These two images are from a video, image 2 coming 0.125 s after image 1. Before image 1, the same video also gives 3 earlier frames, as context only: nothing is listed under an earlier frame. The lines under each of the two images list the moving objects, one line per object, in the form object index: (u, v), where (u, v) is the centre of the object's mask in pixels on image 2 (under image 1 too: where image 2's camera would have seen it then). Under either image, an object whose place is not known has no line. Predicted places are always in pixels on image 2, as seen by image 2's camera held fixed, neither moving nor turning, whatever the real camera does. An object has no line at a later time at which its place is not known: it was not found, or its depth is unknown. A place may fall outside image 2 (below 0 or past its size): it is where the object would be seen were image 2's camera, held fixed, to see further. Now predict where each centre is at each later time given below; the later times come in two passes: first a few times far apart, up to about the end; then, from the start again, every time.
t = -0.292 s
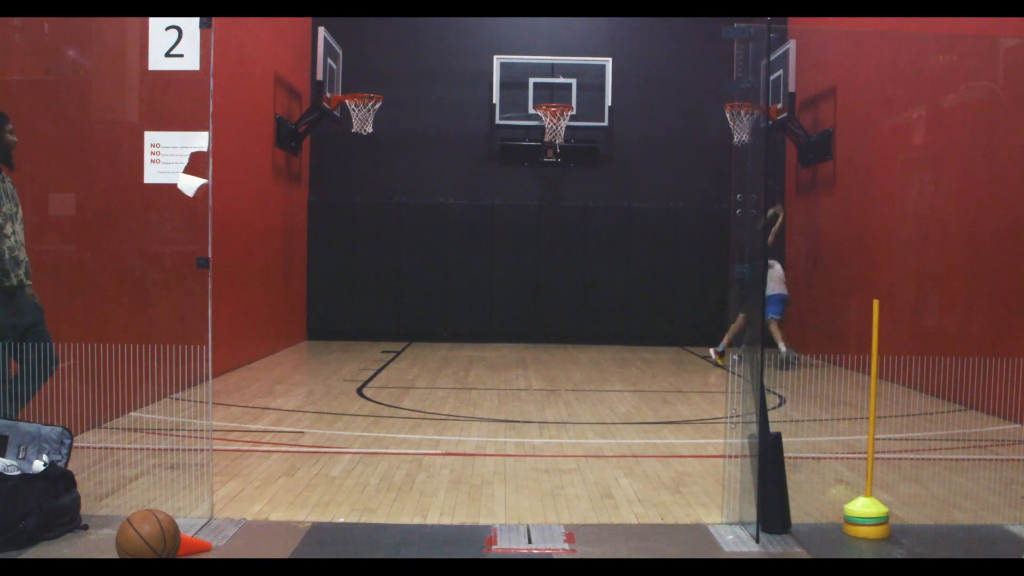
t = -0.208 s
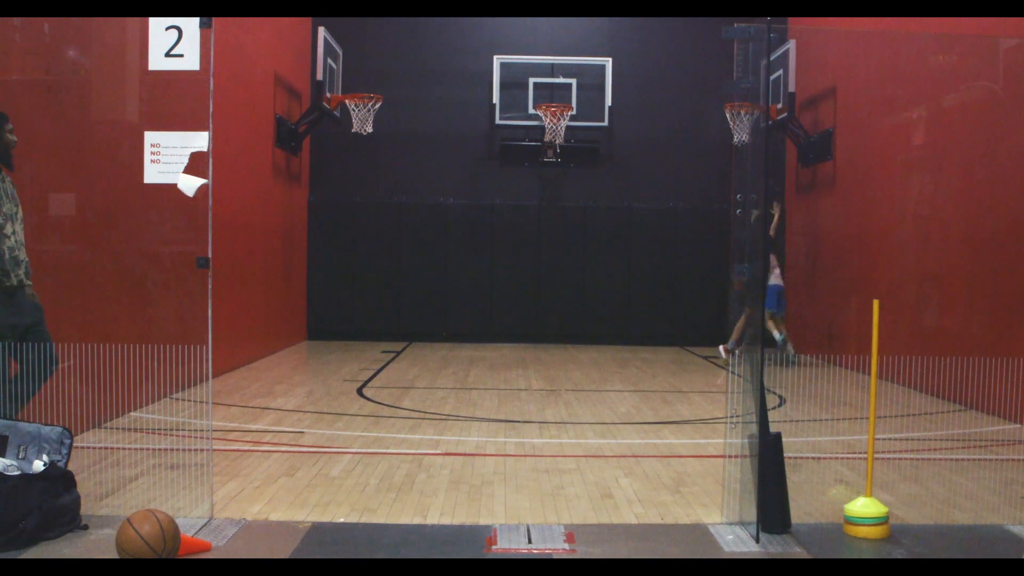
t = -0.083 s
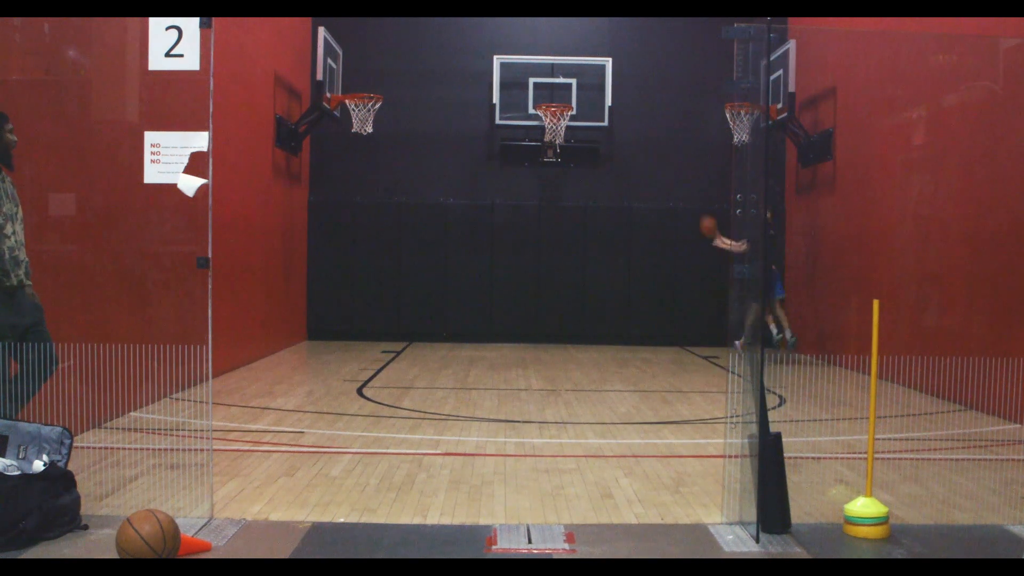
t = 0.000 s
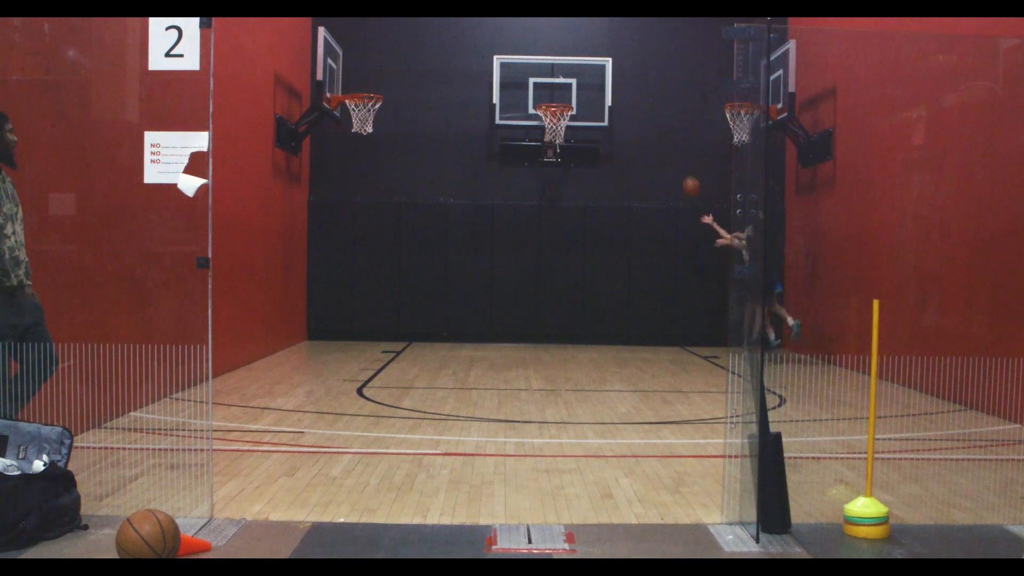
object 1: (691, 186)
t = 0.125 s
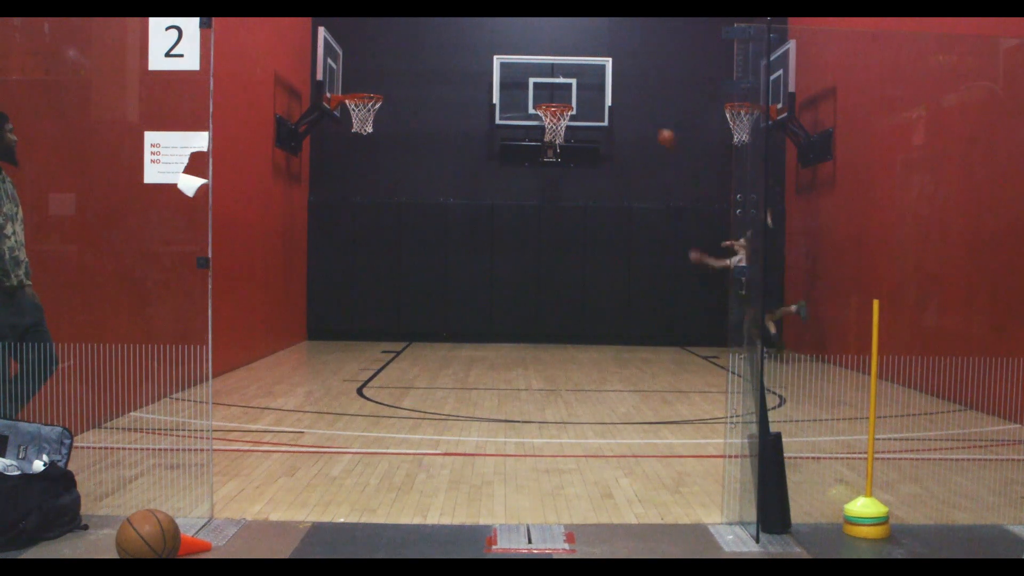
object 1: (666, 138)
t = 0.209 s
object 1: (650, 113)
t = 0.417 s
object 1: (609, 76)
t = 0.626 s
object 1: (568, 72)
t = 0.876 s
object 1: (519, 111)
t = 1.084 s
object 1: (486, 123)
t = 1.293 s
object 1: (451, 159)
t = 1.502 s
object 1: (413, 234)
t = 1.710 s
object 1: (375, 345)
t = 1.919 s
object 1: (347, 271)
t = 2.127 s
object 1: (318, 232)
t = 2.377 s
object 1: (279, 232)
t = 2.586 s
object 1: (267, 268)
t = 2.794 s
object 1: (282, 330)
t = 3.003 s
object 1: (297, 319)
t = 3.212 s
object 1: (309, 295)
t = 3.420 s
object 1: (323, 316)
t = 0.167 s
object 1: (658, 124)
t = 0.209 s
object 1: (650, 113)
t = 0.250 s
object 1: (642, 102)
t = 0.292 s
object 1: (633, 93)
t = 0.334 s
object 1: (624, 86)
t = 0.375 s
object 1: (618, 80)
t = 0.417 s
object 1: (609, 76)
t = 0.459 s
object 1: (600, 73)
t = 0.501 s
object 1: (592, 71)
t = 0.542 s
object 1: (585, 70)
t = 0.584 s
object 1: (576, 71)
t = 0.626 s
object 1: (568, 72)
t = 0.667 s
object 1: (560, 75)
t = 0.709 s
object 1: (552, 79)
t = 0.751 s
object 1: (544, 85)
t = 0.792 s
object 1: (536, 92)
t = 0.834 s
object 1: (528, 101)
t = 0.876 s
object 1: (519, 111)
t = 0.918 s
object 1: (511, 119)
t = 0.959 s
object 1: (505, 118)
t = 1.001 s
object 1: (499, 119)
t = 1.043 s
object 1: (492, 120)
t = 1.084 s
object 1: (486, 123)
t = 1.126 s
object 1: (478, 127)
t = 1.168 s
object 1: (472, 133)
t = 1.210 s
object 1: (465, 141)
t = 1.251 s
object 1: (458, 149)
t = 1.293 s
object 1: (451, 159)
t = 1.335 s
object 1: (443, 171)
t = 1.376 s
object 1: (435, 185)
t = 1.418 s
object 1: (427, 201)
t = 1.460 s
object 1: (421, 216)
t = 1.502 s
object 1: (413, 234)
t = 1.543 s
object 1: (406, 254)
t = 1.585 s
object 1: (398, 276)
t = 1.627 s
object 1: (390, 299)
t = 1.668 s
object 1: (382, 323)
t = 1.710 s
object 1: (375, 345)
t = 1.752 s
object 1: (369, 328)
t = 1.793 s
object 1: (364, 313)
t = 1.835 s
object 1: (358, 297)
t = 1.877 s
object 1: (353, 284)
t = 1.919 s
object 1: (347, 271)
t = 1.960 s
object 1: (342, 261)
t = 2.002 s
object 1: (335, 251)
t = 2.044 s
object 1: (330, 243)
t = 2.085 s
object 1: (324, 237)
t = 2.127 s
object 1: (318, 232)
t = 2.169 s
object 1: (312, 228)
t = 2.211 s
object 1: (306, 226)
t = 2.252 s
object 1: (299, 224)
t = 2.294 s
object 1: (292, 224)
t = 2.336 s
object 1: (286, 228)
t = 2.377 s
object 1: (279, 232)
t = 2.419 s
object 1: (273, 239)
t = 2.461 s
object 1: (266, 246)
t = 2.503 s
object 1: (259, 255)
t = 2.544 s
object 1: (263, 260)
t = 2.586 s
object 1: (267, 268)
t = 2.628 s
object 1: (270, 278)
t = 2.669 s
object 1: (273, 288)
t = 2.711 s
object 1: (276, 300)
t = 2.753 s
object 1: (279, 314)
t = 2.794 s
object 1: (282, 330)
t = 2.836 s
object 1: (286, 350)
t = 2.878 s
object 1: (289, 351)
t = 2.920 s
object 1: (292, 338)
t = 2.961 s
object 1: (294, 326)
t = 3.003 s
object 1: (297, 319)
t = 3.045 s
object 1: (299, 311)
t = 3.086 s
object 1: (302, 304)
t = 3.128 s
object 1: (304, 300)
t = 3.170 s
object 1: (307, 296)
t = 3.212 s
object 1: (309, 295)
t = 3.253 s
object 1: (312, 296)
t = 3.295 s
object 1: (315, 298)
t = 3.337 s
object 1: (318, 303)
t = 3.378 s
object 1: (320, 308)
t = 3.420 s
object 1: (323, 316)
